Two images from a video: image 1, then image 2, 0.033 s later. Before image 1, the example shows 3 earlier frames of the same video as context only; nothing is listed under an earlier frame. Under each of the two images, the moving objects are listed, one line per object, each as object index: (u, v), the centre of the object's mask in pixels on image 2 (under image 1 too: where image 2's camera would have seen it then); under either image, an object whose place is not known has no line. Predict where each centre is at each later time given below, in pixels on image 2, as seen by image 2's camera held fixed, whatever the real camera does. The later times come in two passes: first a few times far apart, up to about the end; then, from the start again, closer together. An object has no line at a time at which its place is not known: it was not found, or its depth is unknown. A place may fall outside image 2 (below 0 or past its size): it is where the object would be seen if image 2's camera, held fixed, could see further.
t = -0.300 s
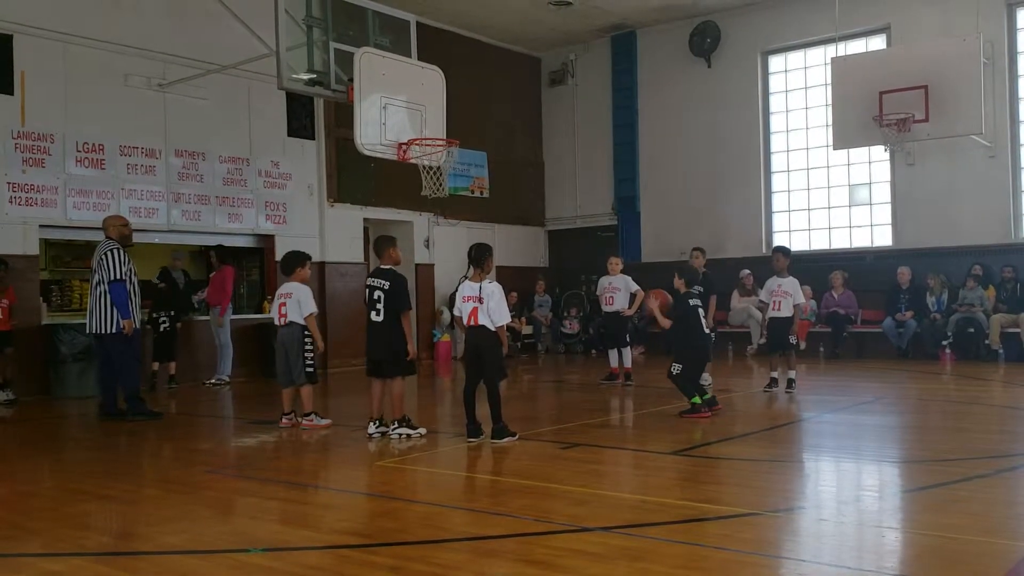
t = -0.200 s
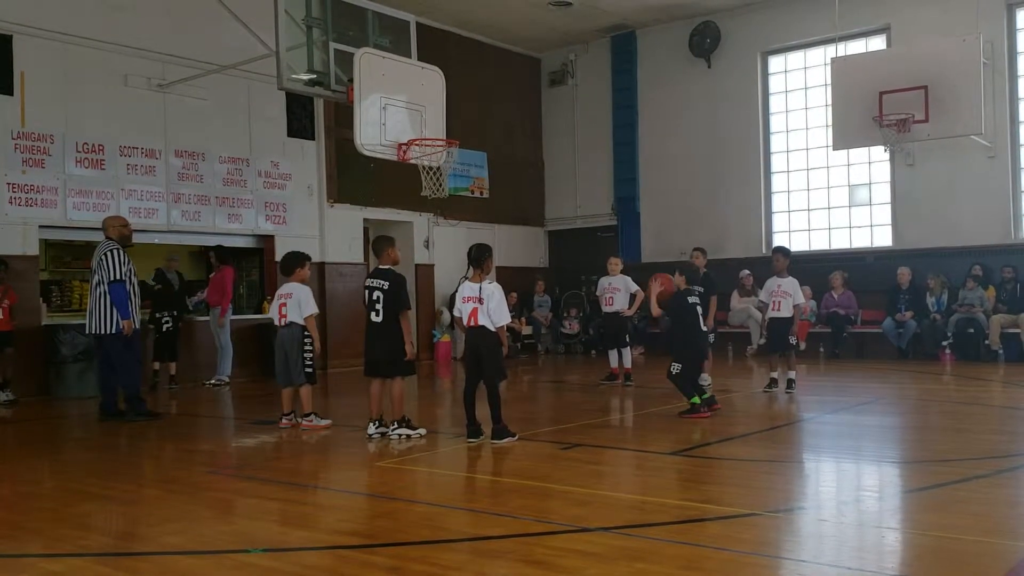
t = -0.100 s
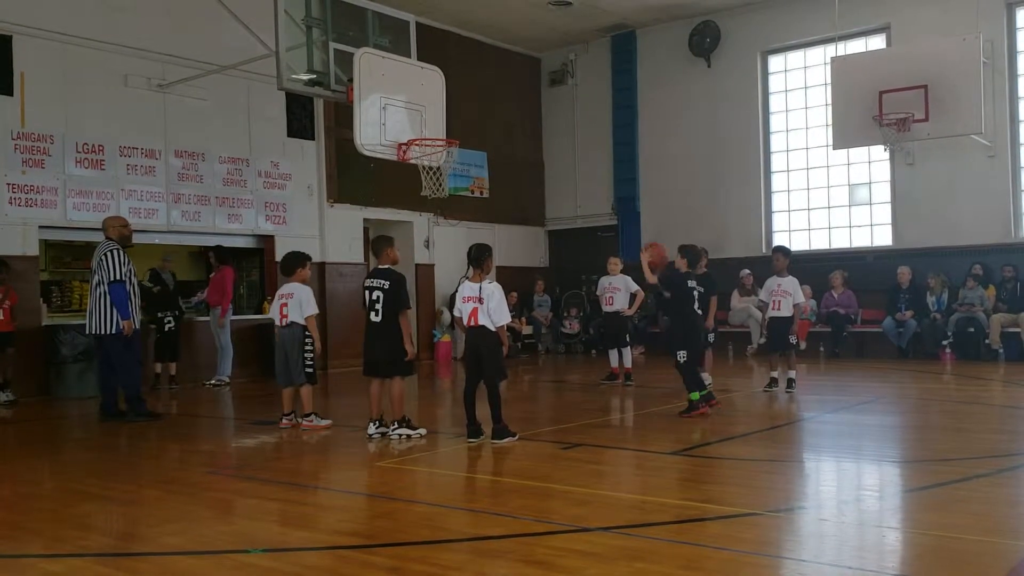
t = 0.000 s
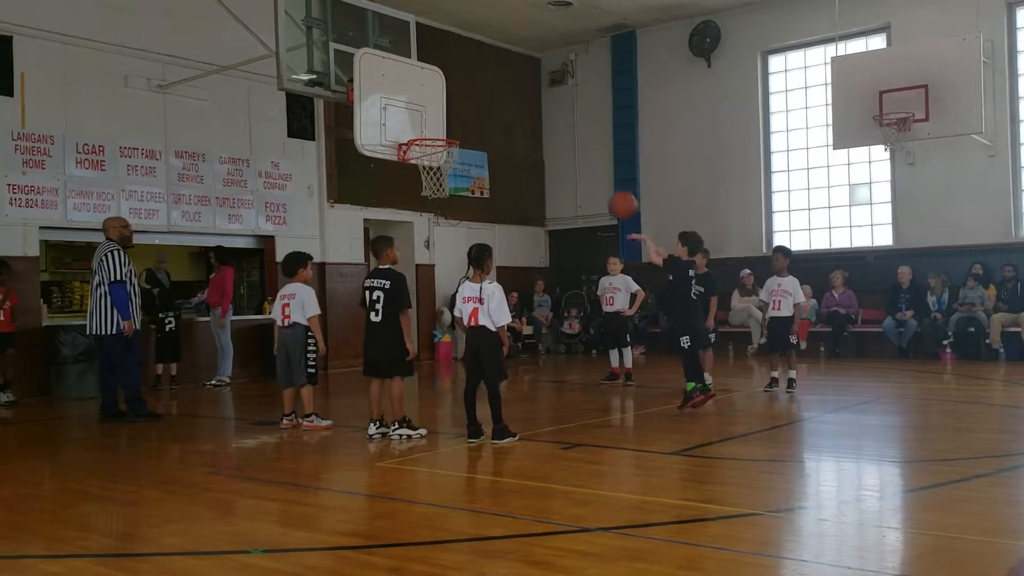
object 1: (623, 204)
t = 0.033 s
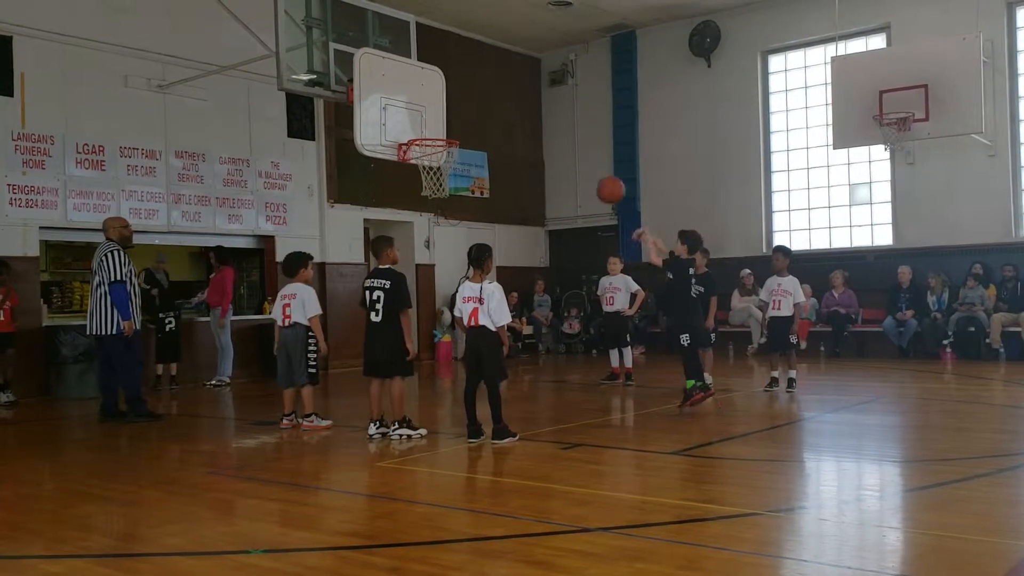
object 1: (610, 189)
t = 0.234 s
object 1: (542, 129)
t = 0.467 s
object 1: (474, 119)
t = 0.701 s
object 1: (460, 118)
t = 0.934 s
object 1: (479, 148)
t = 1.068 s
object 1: (492, 193)
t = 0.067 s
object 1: (598, 176)
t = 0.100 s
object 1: (586, 164)
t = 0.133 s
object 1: (575, 153)
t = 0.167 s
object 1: (564, 144)
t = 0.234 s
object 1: (542, 129)
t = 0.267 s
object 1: (532, 124)
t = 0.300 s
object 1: (522, 120)
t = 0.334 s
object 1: (512, 118)
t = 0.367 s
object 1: (502, 116)
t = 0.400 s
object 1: (492, 116)
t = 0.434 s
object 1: (484, 118)
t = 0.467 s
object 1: (474, 119)
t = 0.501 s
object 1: (464, 124)
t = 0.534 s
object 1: (456, 128)
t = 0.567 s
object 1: (452, 130)
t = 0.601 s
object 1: (455, 124)
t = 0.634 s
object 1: (457, 121)
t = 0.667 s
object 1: (459, 119)
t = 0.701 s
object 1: (460, 118)
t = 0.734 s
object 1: (463, 119)
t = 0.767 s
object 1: (466, 120)
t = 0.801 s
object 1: (468, 123)
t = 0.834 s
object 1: (471, 127)
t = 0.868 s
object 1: (474, 132)
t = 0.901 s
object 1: (476, 140)
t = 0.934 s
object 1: (479, 148)
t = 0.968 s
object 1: (482, 157)
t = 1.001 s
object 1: (485, 168)
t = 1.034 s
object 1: (488, 181)
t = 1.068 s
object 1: (492, 193)
